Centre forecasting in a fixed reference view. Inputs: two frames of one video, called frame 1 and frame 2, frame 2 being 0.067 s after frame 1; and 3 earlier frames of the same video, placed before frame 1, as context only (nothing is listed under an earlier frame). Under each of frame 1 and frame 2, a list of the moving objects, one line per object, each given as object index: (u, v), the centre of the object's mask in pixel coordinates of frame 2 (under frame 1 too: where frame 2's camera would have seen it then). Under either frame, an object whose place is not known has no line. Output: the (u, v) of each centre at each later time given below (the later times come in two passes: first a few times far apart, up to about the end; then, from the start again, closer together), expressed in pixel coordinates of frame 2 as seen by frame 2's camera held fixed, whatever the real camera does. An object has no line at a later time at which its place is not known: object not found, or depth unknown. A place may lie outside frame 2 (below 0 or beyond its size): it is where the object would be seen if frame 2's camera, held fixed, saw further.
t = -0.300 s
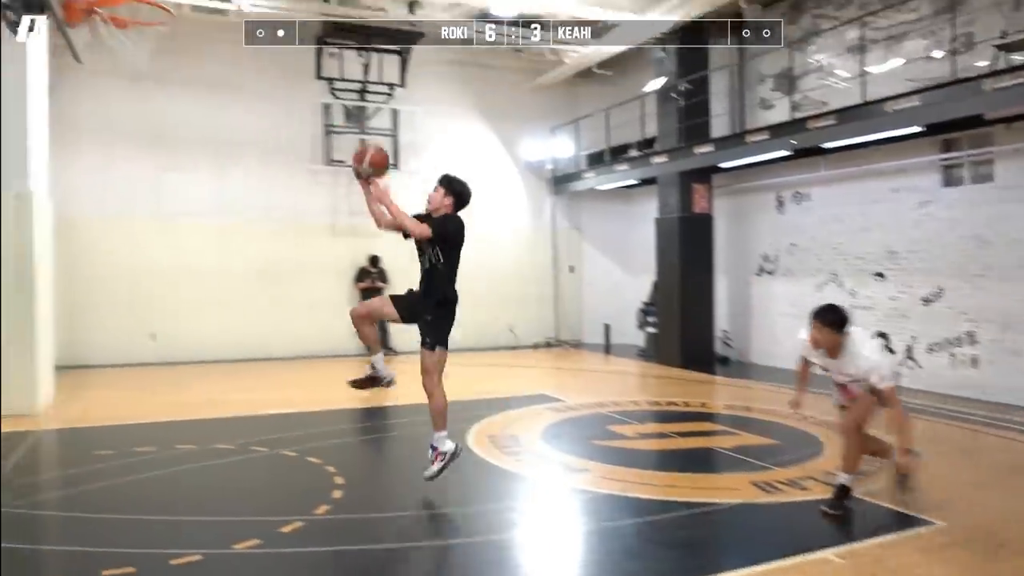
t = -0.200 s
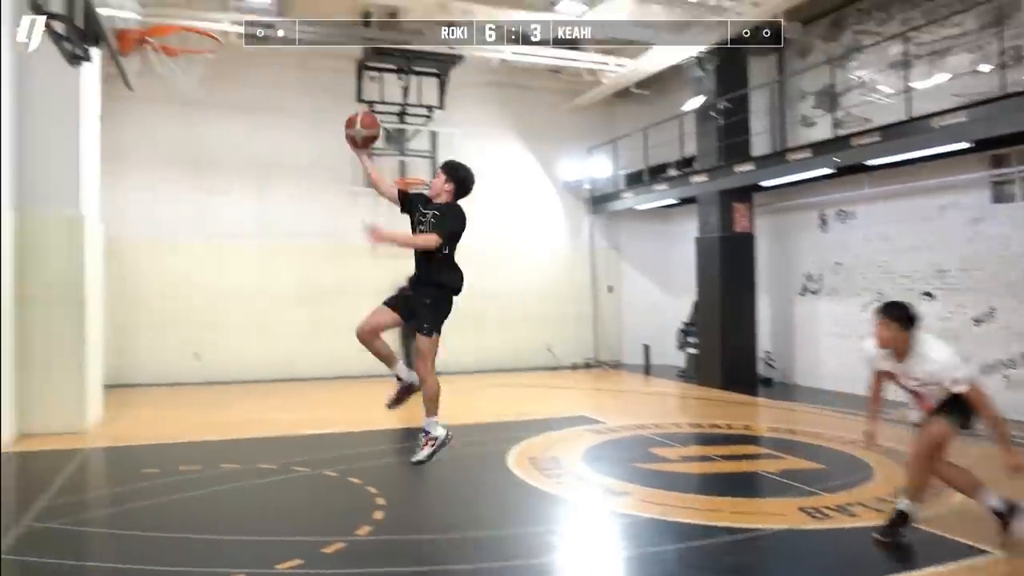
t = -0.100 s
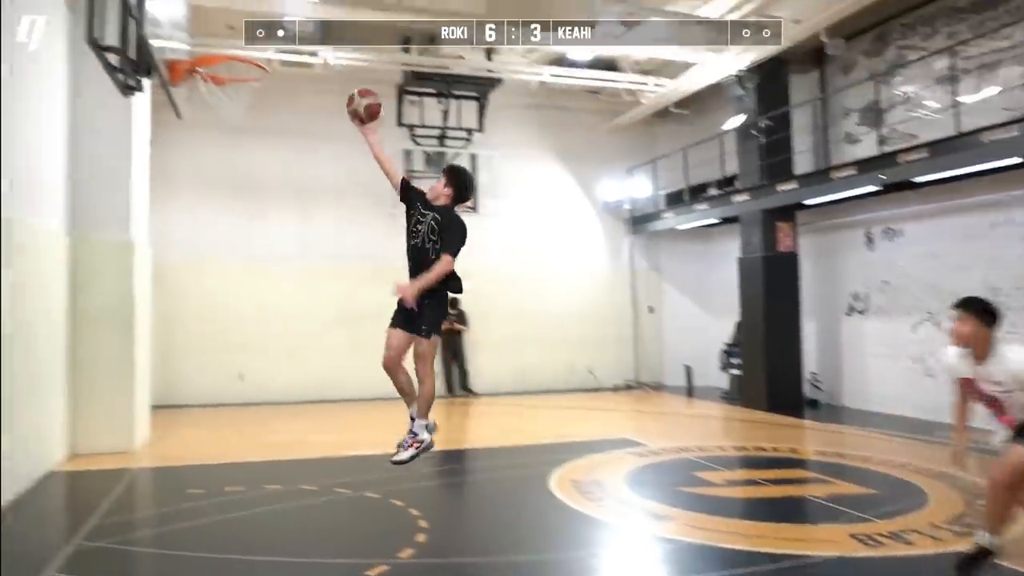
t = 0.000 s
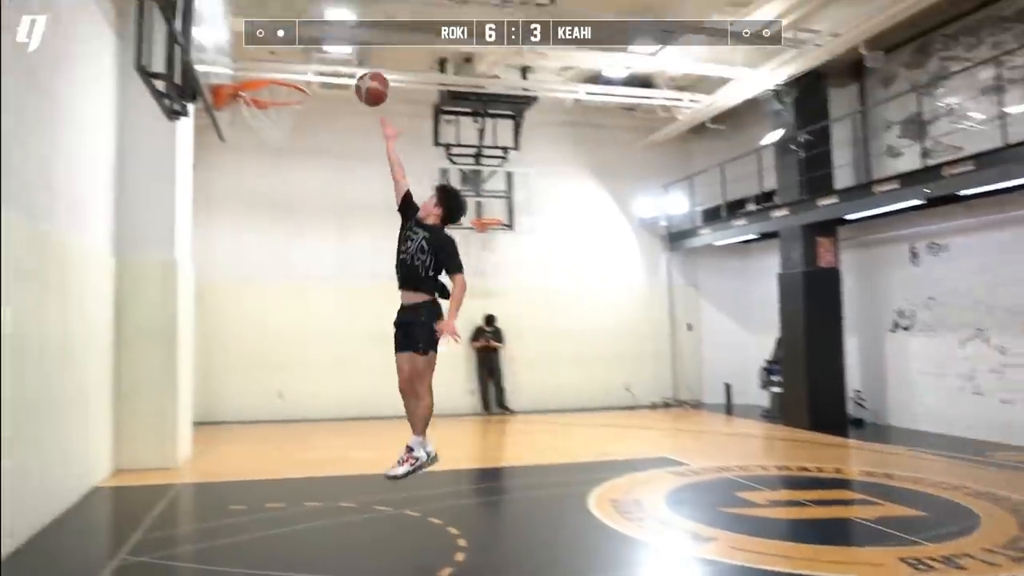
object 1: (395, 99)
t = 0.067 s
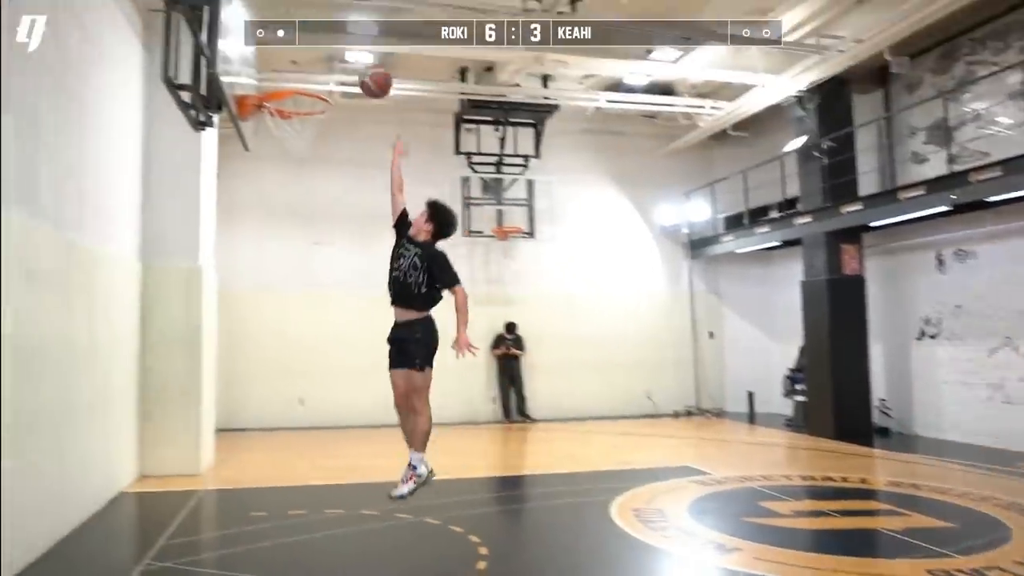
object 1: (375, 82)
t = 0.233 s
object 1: (328, 65)
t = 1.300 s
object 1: (278, 81)
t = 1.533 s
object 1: (301, 102)
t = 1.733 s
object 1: (313, 147)
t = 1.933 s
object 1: (310, 199)
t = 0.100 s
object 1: (367, 76)
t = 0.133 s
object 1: (357, 70)
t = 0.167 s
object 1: (347, 67)
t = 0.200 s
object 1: (338, 66)
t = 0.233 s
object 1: (328, 65)
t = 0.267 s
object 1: (320, 66)
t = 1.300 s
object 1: (278, 81)
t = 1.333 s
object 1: (282, 79)
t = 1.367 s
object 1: (285, 78)
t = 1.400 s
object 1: (288, 79)
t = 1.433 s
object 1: (292, 82)
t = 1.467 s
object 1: (295, 86)
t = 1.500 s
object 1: (298, 94)
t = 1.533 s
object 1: (301, 102)
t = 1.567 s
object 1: (303, 111)
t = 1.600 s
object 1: (306, 119)
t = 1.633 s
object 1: (308, 130)
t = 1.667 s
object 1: (311, 138)
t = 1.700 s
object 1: (312, 143)
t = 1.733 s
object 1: (313, 147)
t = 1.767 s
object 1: (312, 152)
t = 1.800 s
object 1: (311, 159)
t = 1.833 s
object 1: (311, 167)
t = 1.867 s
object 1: (311, 176)
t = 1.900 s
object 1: (311, 188)
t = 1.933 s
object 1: (310, 199)
